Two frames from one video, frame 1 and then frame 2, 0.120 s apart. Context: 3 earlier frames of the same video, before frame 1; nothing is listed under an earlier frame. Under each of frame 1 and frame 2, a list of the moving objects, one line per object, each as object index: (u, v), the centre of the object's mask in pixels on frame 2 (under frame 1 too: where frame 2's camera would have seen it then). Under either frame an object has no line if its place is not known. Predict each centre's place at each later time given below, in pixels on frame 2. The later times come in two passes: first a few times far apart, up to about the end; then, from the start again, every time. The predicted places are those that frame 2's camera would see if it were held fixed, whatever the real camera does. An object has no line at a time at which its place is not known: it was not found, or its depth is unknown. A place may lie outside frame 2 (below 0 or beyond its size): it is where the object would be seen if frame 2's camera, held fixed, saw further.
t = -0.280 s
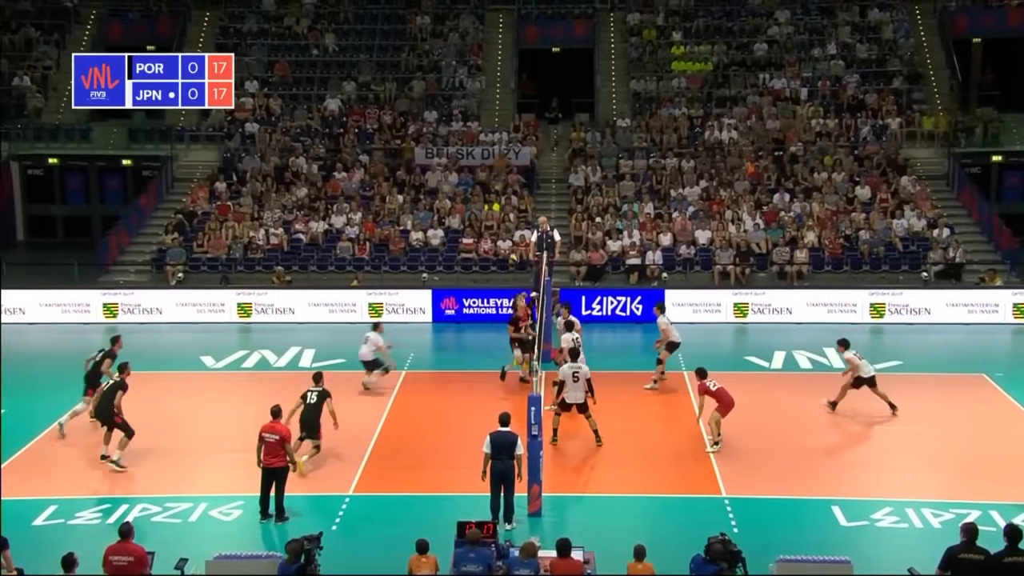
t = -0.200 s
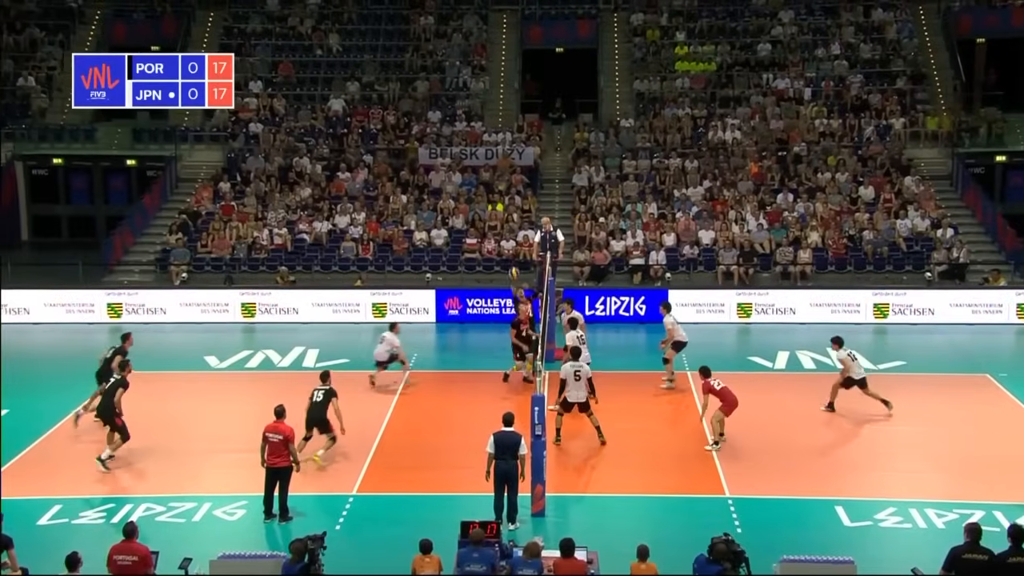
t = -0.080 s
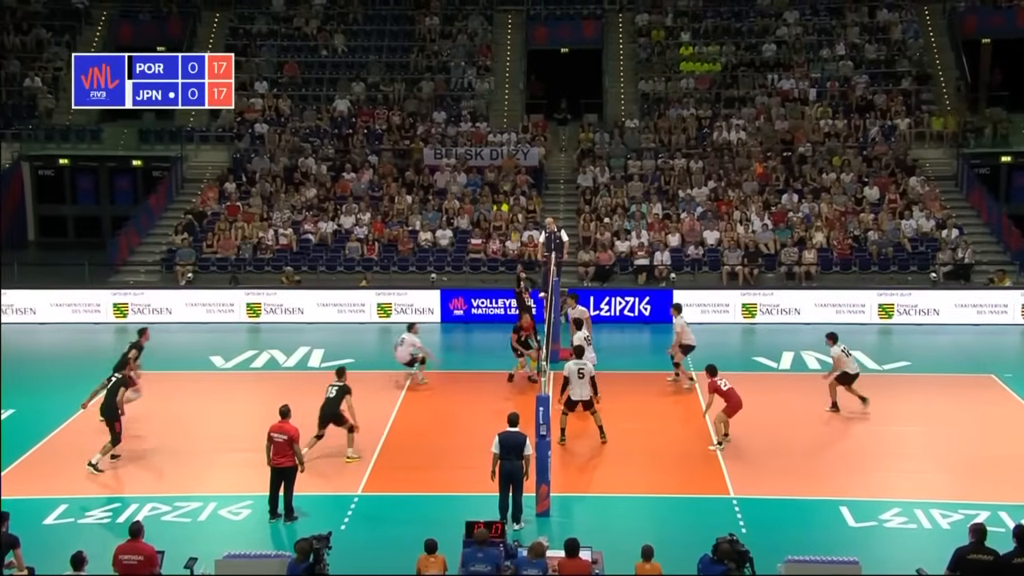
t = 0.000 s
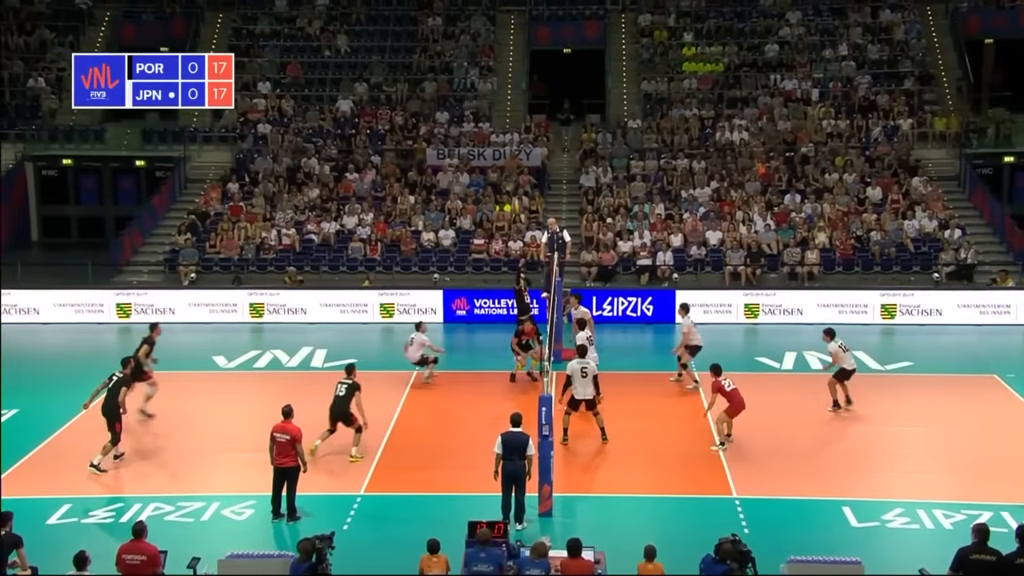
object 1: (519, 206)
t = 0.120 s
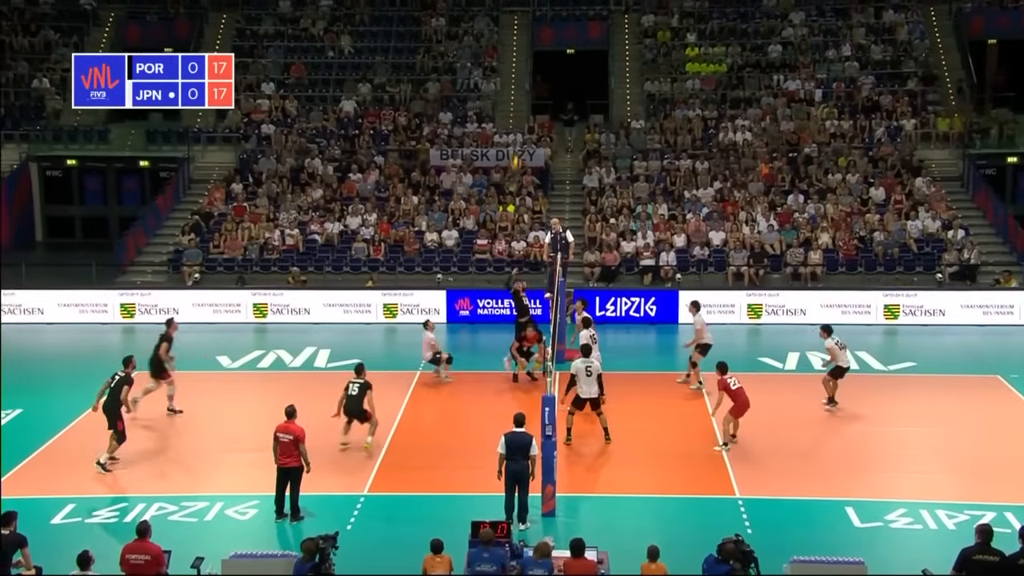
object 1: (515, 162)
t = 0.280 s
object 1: (511, 116)
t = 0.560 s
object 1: (503, 63)
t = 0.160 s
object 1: (514, 148)
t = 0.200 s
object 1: (513, 138)
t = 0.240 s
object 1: (512, 126)
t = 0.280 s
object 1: (511, 116)
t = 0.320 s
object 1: (509, 106)
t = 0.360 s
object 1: (509, 97)
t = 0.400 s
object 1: (508, 89)
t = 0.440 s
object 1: (506, 81)
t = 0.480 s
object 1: (505, 74)
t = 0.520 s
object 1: (504, 68)
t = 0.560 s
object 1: (503, 63)
